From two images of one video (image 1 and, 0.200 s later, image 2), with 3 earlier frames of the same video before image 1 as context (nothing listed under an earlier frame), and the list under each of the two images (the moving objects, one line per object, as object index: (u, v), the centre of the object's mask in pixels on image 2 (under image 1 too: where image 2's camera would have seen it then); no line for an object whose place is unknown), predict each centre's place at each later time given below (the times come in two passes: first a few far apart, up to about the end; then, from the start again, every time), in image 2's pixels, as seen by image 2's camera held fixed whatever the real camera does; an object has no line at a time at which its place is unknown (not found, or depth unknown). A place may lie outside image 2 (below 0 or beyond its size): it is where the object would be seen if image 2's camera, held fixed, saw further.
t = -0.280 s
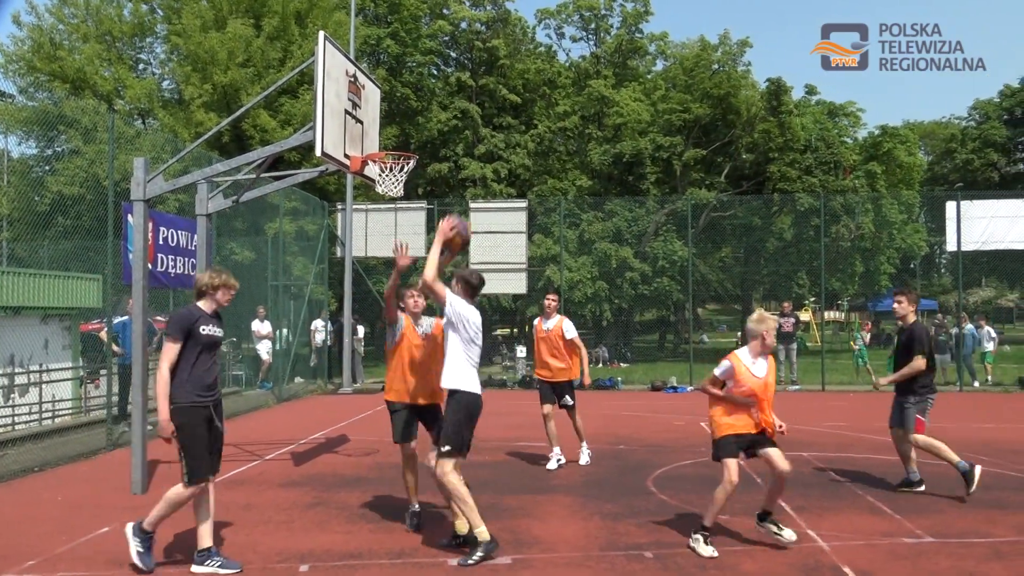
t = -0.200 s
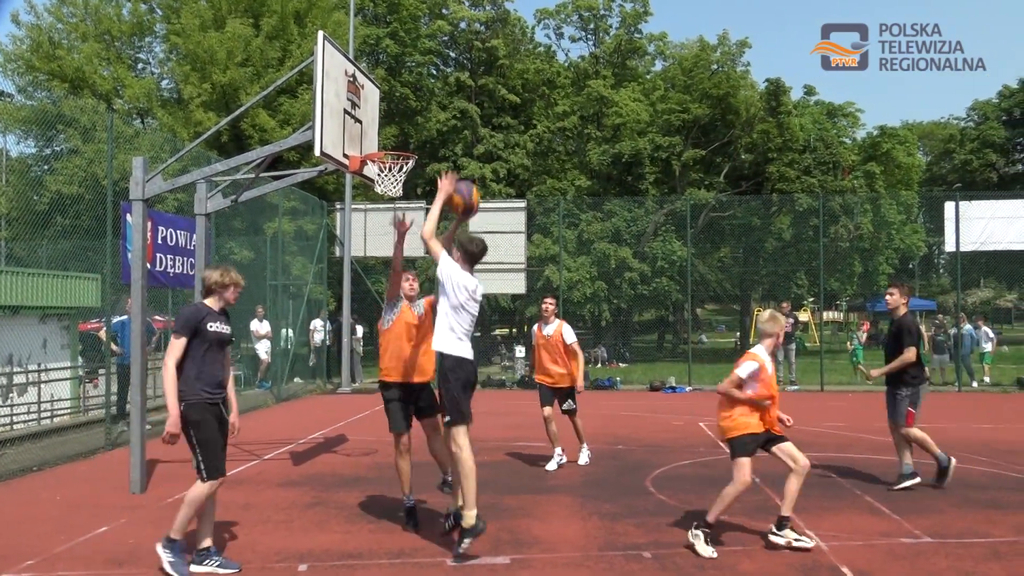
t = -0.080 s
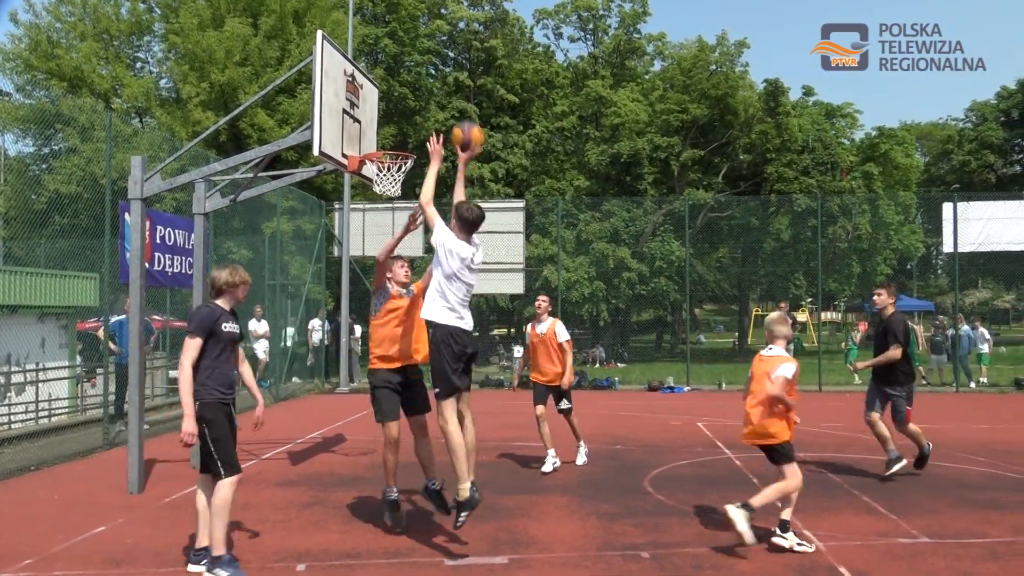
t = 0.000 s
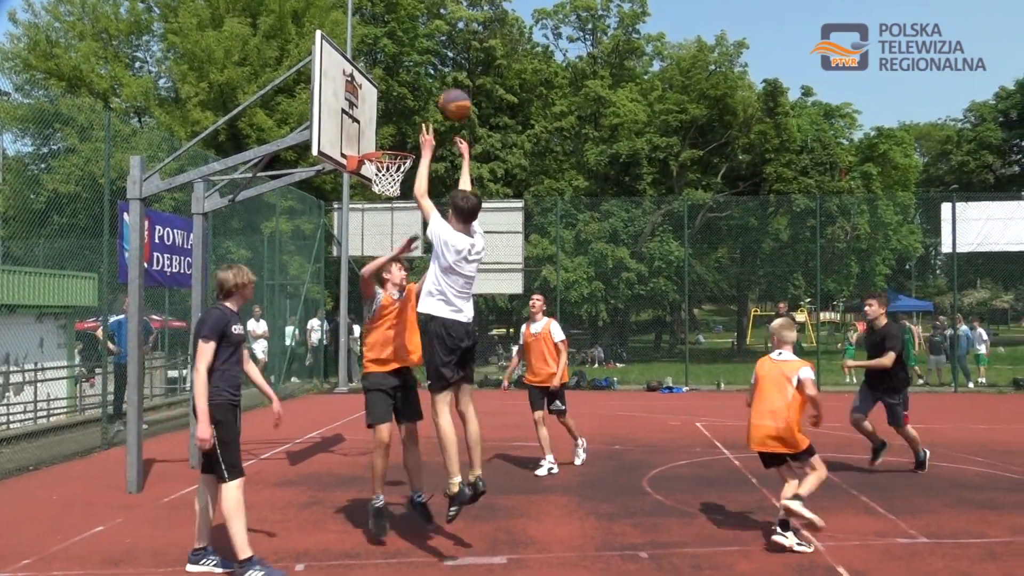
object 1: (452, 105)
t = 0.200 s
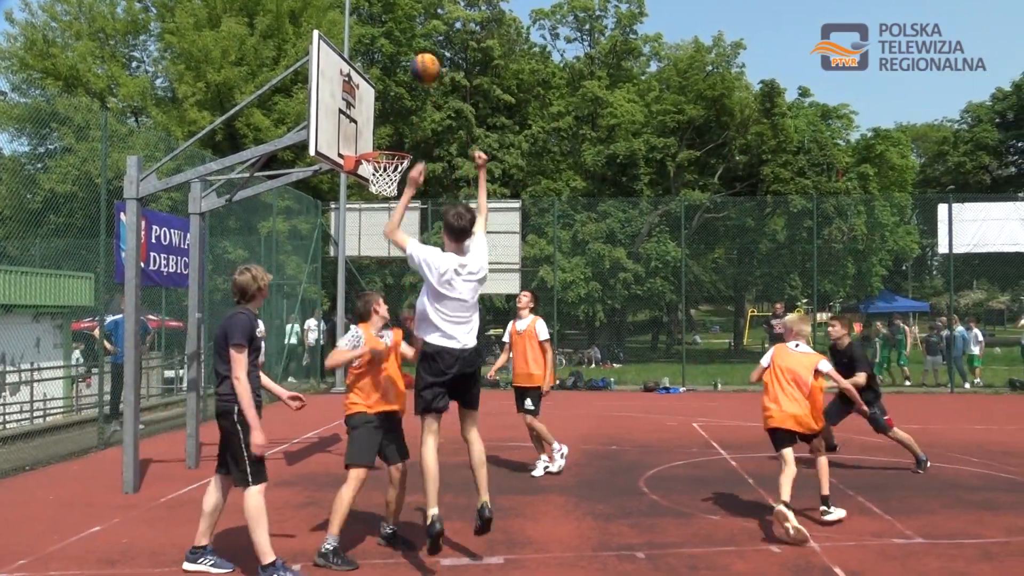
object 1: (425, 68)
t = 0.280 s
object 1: (415, 69)
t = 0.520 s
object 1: (391, 112)
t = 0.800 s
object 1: (369, 110)
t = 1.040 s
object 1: (349, 124)
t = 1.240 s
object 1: (329, 192)
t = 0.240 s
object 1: (421, 68)
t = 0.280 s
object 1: (415, 69)
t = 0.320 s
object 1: (411, 71)
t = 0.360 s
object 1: (407, 76)
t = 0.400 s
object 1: (403, 81)
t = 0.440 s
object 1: (399, 90)
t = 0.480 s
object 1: (395, 100)
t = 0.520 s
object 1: (391, 112)
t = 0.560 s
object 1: (388, 123)
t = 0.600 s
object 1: (384, 138)
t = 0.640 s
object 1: (381, 136)
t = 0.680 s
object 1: (378, 127)
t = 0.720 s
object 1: (375, 120)
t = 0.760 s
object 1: (372, 114)
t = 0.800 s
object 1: (369, 110)
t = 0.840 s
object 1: (367, 108)
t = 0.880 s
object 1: (363, 107)
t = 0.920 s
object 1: (359, 109)
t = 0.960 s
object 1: (356, 111)
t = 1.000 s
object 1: (352, 116)
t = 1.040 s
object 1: (349, 124)
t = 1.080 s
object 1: (345, 133)
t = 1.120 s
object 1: (341, 144)
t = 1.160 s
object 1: (338, 158)
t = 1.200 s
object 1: (333, 174)
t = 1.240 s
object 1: (329, 192)
